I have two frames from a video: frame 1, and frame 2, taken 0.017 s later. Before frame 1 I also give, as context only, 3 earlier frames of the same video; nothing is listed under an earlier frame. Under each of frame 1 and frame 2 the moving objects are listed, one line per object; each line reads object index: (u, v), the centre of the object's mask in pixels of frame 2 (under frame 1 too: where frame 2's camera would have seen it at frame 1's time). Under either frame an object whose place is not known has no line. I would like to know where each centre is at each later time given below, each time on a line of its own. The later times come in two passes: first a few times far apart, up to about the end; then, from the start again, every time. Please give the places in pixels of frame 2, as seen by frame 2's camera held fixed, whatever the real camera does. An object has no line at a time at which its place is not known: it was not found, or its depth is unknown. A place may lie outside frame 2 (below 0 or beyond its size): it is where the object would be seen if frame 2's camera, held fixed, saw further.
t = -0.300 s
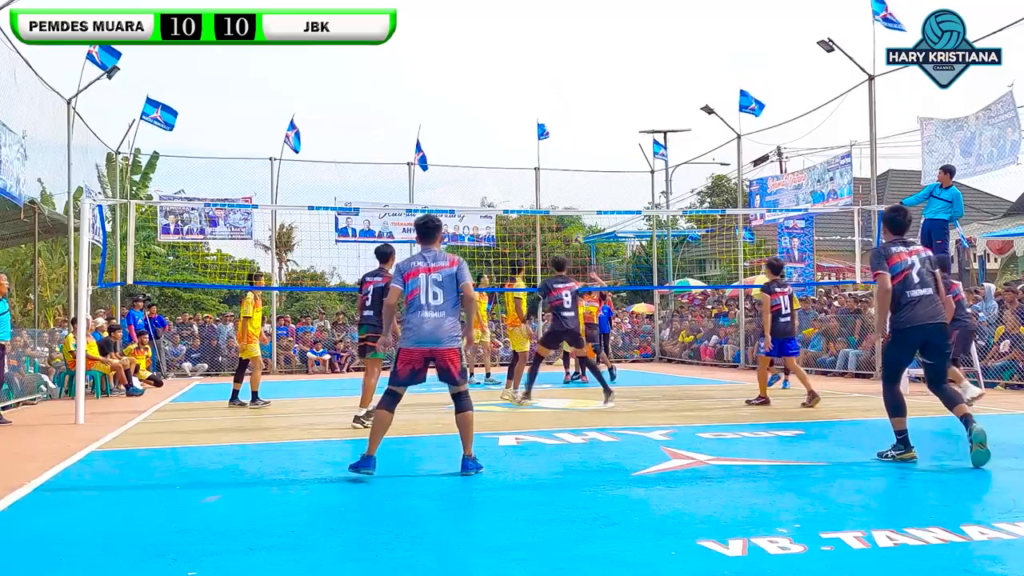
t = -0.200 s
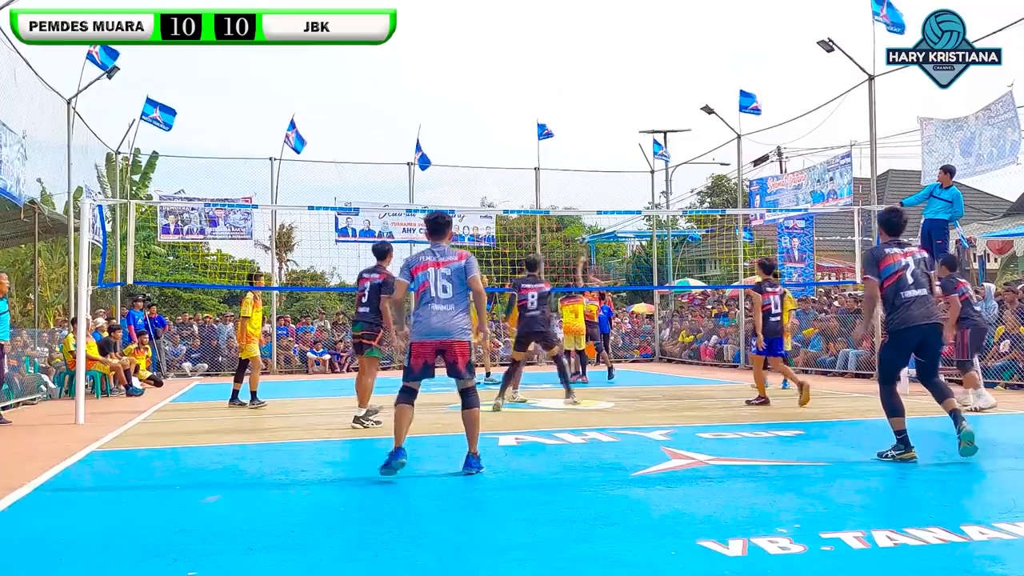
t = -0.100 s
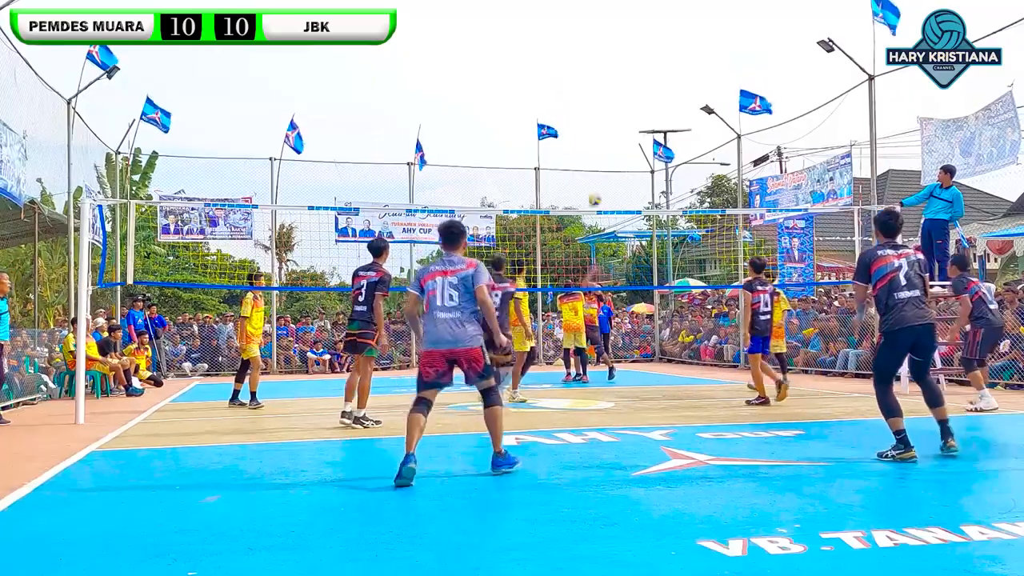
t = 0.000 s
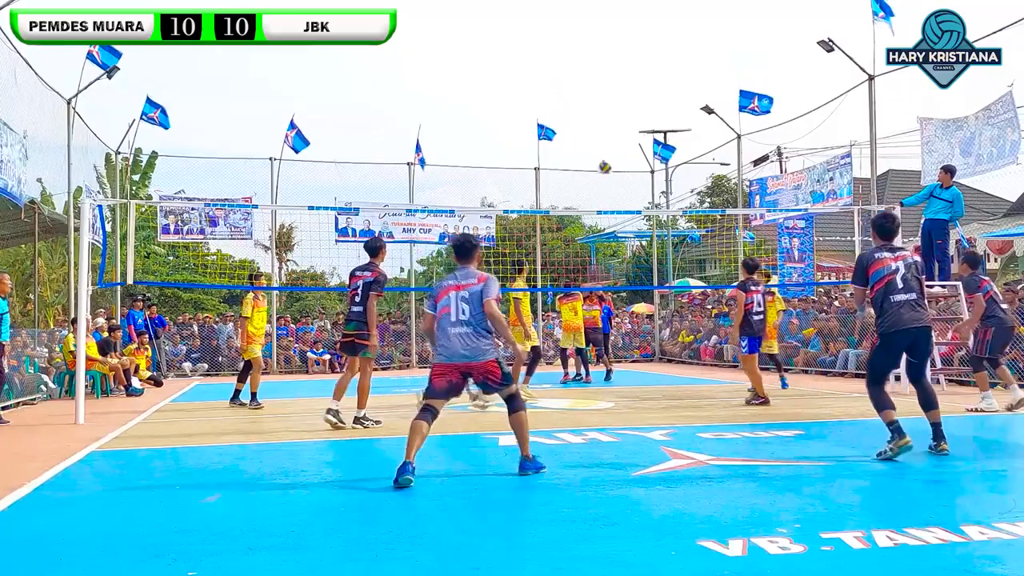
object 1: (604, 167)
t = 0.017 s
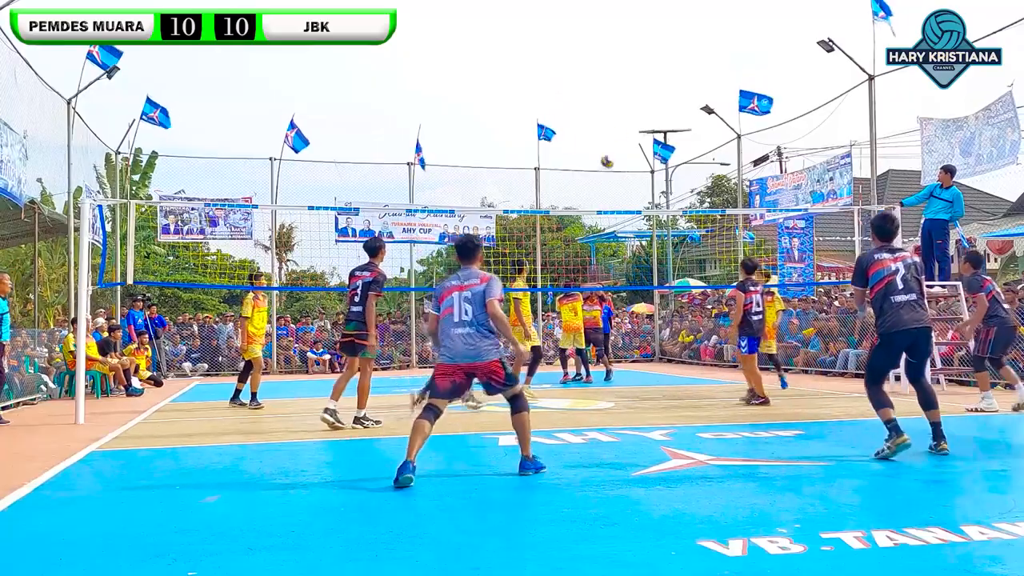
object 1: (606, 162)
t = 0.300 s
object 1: (645, 95)
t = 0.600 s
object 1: (700, 79)
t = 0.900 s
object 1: (777, 148)
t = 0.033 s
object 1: (608, 156)
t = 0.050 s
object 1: (610, 151)
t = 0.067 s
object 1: (613, 147)
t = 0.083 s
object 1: (615, 143)
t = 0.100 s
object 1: (617, 137)
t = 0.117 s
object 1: (619, 133)
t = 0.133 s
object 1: (621, 129)
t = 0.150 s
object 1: (623, 125)
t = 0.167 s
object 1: (626, 122)
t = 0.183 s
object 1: (628, 117)
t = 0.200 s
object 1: (630, 114)
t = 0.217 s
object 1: (632, 110)
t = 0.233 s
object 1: (635, 107)
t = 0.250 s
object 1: (637, 104)
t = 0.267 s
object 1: (640, 101)
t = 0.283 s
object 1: (642, 98)
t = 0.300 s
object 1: (645, 95)
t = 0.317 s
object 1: (648, 93)
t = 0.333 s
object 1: (651, 90)
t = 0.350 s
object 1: (653, 88)
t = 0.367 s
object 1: (656, 86)
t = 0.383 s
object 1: (658, 84)
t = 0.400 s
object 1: (661, 82)
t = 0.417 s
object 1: (664, 81)
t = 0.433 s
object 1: (667, 80)
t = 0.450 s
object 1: (670, 79)
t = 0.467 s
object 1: (673, 78)
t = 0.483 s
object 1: (677, 77)
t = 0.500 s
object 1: (680, 77)
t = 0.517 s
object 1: (683, 77)
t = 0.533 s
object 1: (687, 76)
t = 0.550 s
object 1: (690, 77)
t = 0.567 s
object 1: (693, 77)
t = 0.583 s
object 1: (696, 78)
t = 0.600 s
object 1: (700, 79)
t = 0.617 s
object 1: (704, 80)
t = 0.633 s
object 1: (707, 82)
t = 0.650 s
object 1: (711, 84)
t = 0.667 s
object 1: (714, 86)
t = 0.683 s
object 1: (719, 88)
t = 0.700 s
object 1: (723, 90)
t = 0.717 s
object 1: (727, 93)
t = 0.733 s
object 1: (731, 97)
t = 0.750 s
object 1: (735, 100)
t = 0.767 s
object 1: (737, 104)
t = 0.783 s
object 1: (744, 108)
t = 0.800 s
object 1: (749, 113)
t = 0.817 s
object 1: (752, 117)
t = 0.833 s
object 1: (757, 123)
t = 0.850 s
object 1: (761, 128)
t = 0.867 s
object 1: (766, 134)
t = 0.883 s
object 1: (770, 140)
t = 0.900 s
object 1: (777, 148)
